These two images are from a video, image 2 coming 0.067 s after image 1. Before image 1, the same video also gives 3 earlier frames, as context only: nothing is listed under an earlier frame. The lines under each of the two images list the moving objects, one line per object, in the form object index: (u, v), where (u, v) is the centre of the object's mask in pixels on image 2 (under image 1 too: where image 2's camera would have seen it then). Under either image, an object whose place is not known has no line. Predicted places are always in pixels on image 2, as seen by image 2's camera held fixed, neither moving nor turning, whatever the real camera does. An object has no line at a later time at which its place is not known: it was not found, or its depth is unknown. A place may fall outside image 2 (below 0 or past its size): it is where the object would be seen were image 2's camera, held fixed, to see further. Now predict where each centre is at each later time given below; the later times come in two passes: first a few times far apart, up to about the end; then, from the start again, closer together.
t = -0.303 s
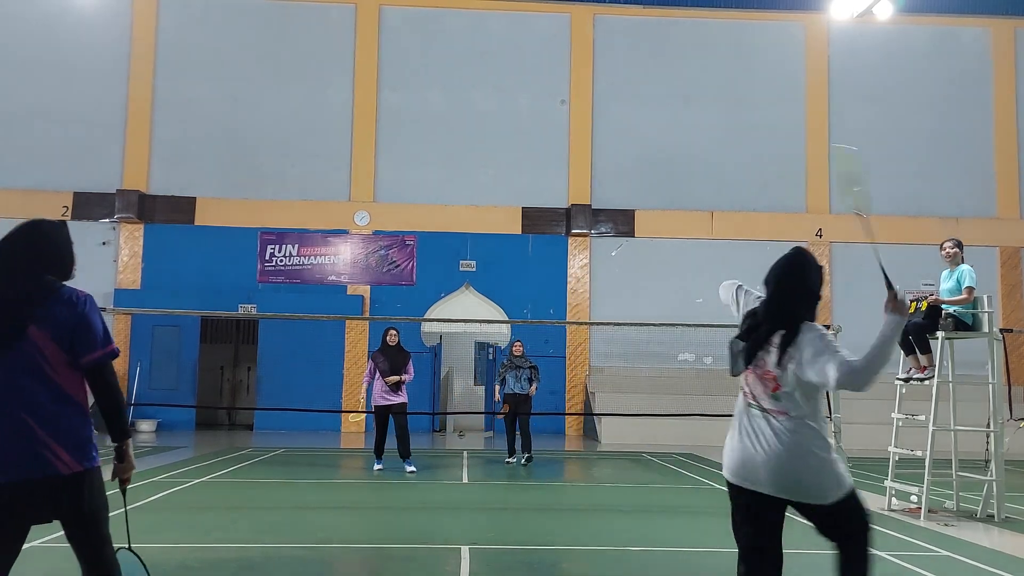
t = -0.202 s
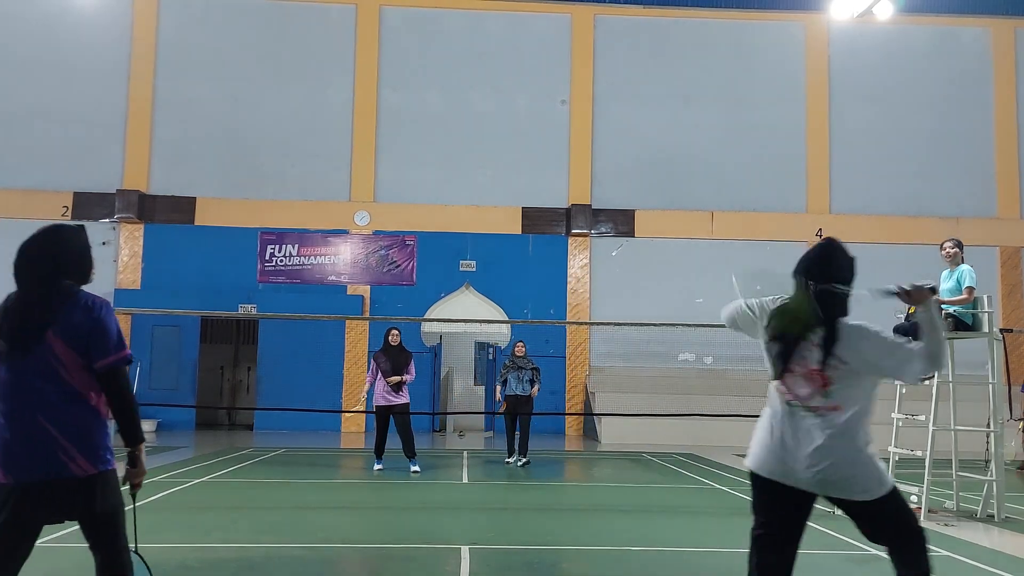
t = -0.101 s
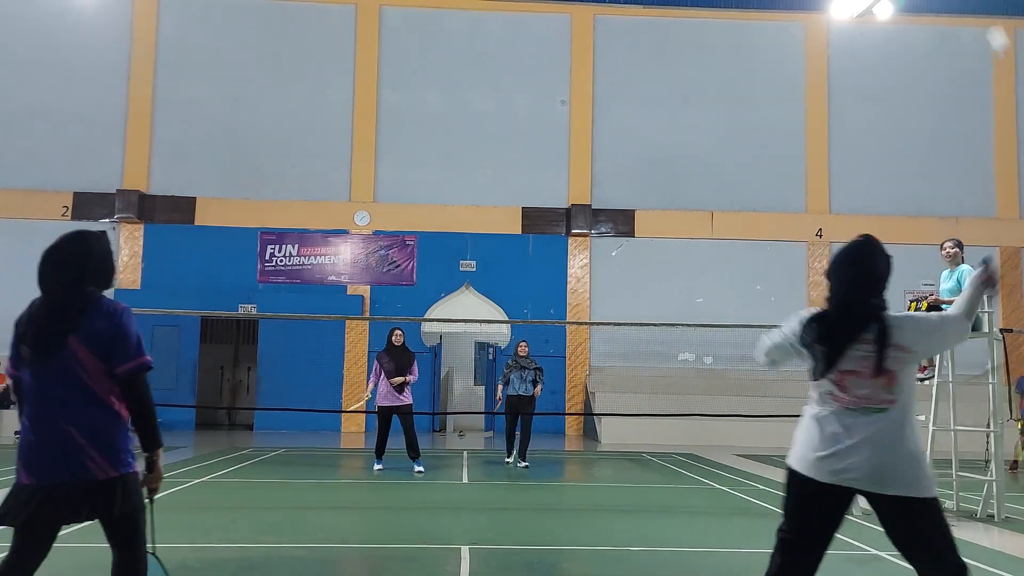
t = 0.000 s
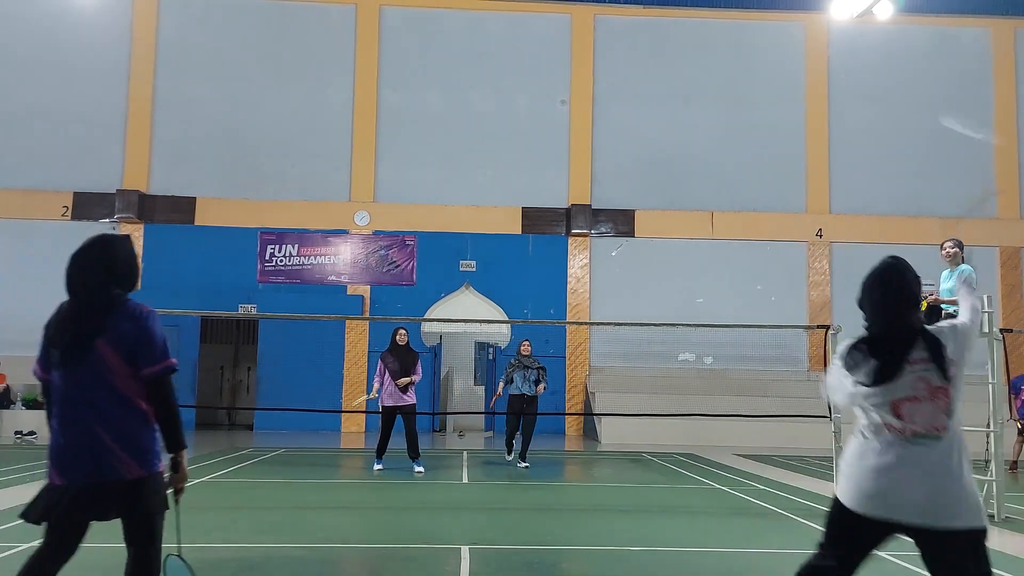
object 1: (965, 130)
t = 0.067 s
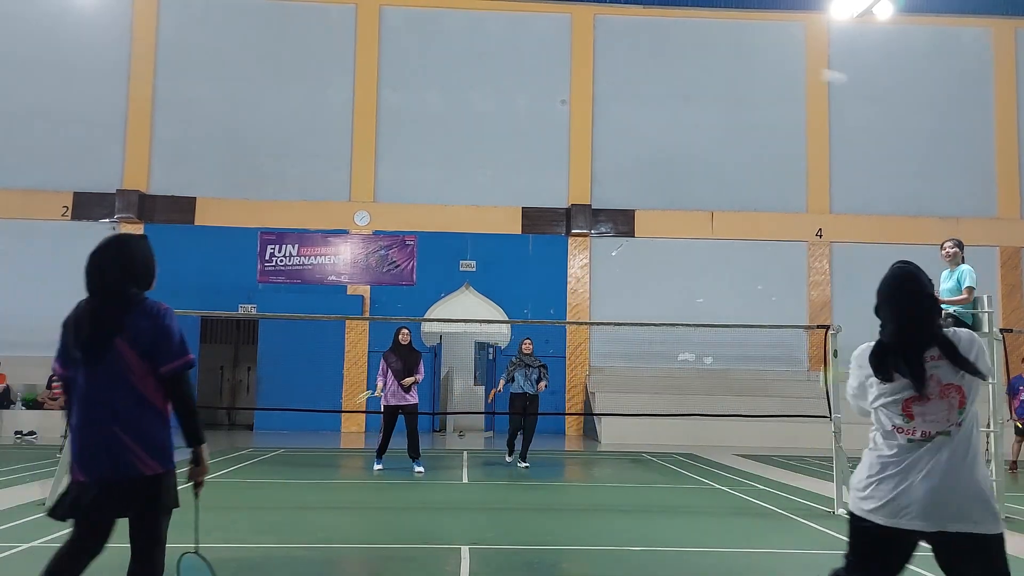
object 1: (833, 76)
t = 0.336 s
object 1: (682, 70)
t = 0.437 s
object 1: (662, 84)
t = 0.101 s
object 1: (795, 69)
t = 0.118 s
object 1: (780, 66)
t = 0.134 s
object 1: (766, 64)
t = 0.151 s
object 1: (754, 63)
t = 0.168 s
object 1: (744, 62)
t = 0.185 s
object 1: (735, 61)
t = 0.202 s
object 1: (727, 61)
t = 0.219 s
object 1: (720, 61)
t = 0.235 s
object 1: (713, 62)
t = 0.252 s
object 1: (707, 63)
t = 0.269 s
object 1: (701, 64)
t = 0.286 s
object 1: (696, 66)
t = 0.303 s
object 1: (691, 67)
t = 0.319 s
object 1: (687, 69)
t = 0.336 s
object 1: (682, 70)
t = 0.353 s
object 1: (678, 73)
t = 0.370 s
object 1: (675, 75)
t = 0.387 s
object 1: (671, 77)
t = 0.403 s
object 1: (668, 79)
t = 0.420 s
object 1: (664, 81)
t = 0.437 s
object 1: (662, 84)
